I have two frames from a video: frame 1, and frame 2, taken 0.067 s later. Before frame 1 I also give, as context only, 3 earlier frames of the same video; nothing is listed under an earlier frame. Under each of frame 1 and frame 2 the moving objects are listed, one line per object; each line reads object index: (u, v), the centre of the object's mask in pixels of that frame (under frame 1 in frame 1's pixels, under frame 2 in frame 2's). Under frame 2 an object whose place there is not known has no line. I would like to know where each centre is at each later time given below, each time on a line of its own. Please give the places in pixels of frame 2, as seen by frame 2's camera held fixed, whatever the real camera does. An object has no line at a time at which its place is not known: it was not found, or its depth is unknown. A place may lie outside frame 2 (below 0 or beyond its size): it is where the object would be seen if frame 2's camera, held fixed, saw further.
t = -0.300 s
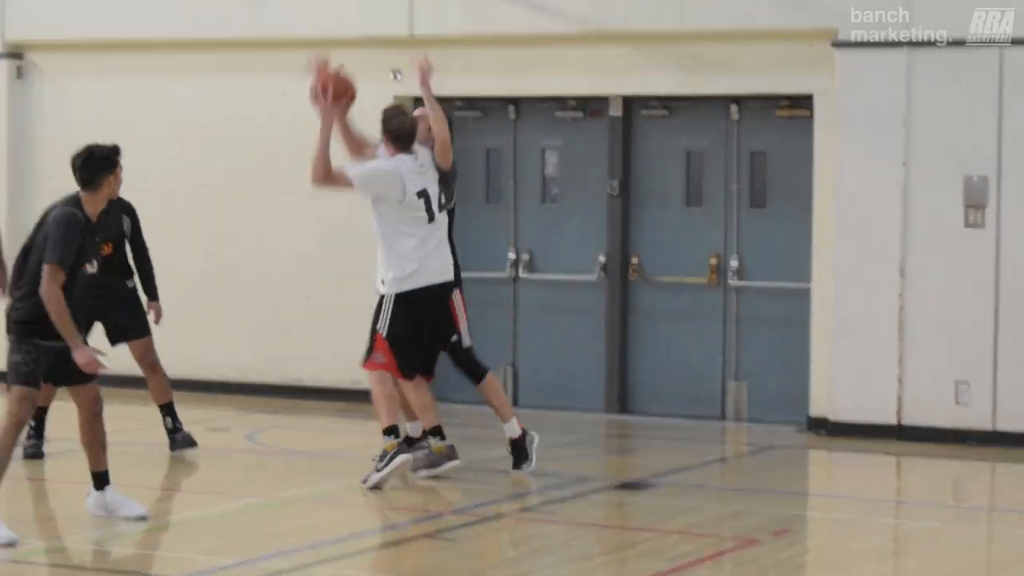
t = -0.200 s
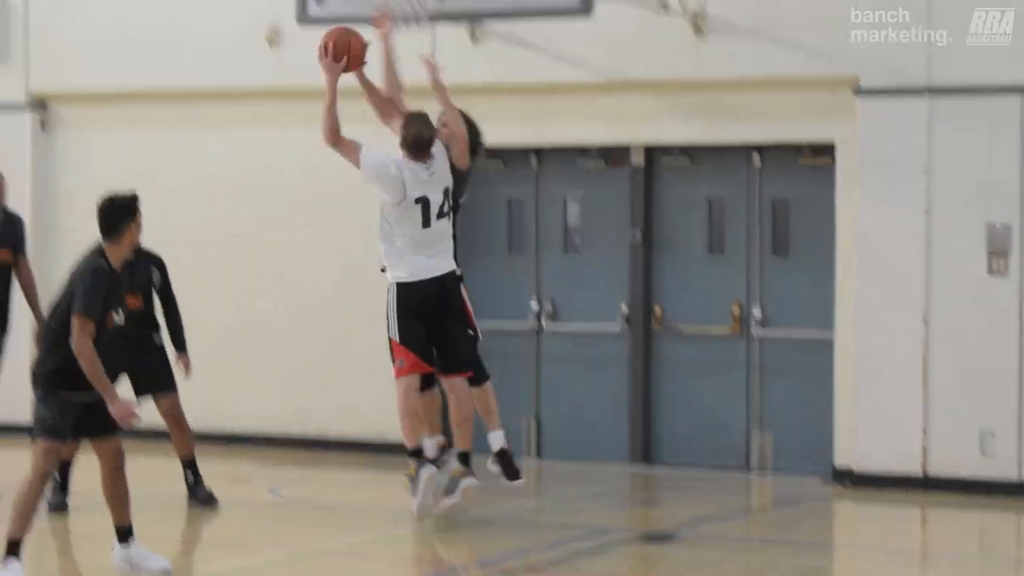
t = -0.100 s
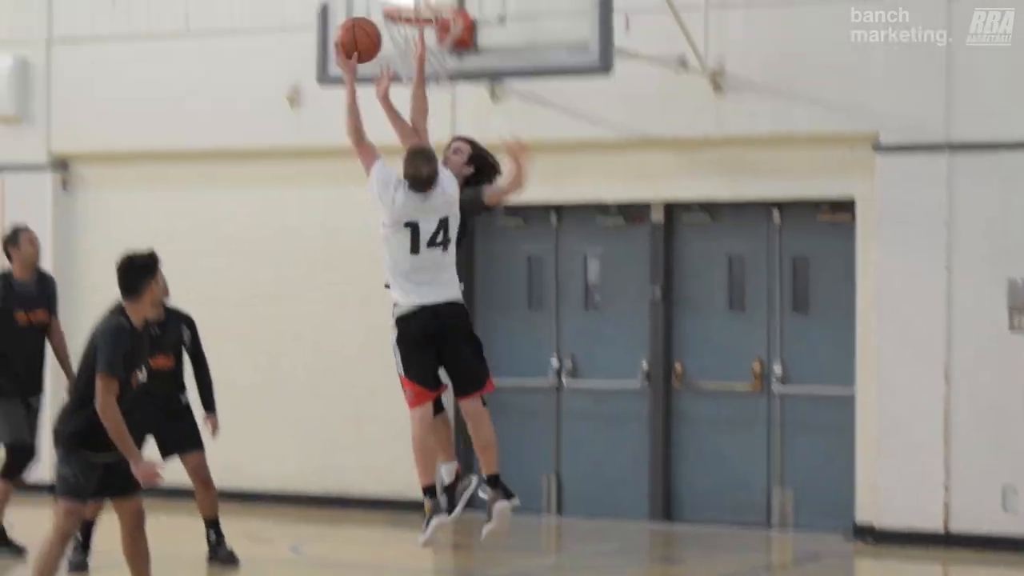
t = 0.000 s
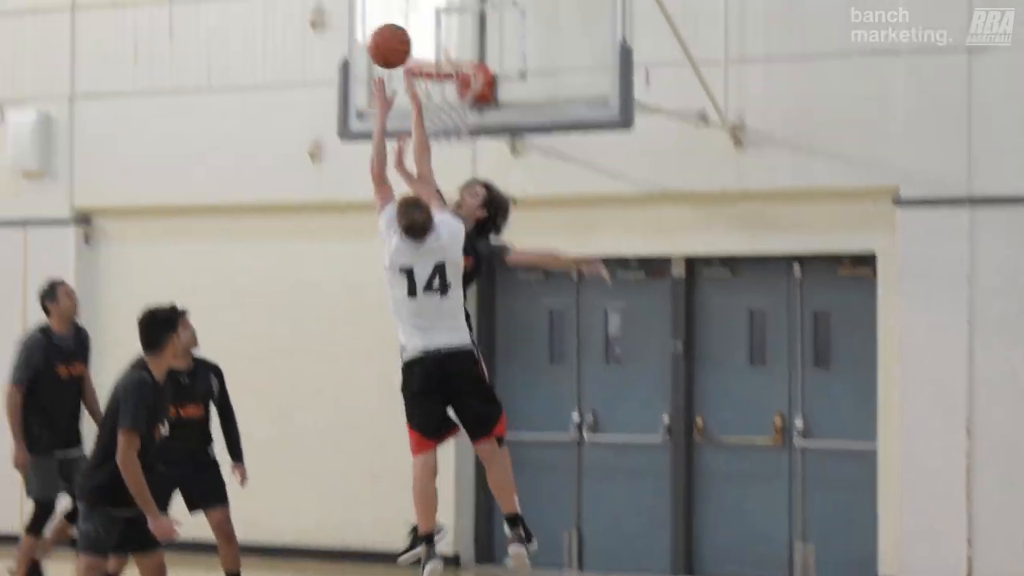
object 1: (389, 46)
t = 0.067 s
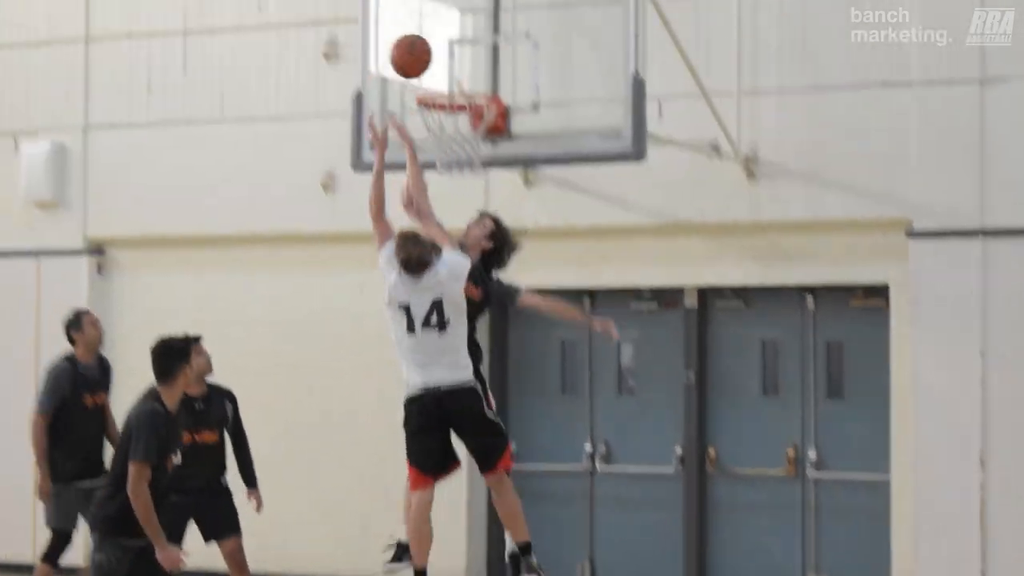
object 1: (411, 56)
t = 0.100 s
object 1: (415, 48)
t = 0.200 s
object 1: (425, 37)
